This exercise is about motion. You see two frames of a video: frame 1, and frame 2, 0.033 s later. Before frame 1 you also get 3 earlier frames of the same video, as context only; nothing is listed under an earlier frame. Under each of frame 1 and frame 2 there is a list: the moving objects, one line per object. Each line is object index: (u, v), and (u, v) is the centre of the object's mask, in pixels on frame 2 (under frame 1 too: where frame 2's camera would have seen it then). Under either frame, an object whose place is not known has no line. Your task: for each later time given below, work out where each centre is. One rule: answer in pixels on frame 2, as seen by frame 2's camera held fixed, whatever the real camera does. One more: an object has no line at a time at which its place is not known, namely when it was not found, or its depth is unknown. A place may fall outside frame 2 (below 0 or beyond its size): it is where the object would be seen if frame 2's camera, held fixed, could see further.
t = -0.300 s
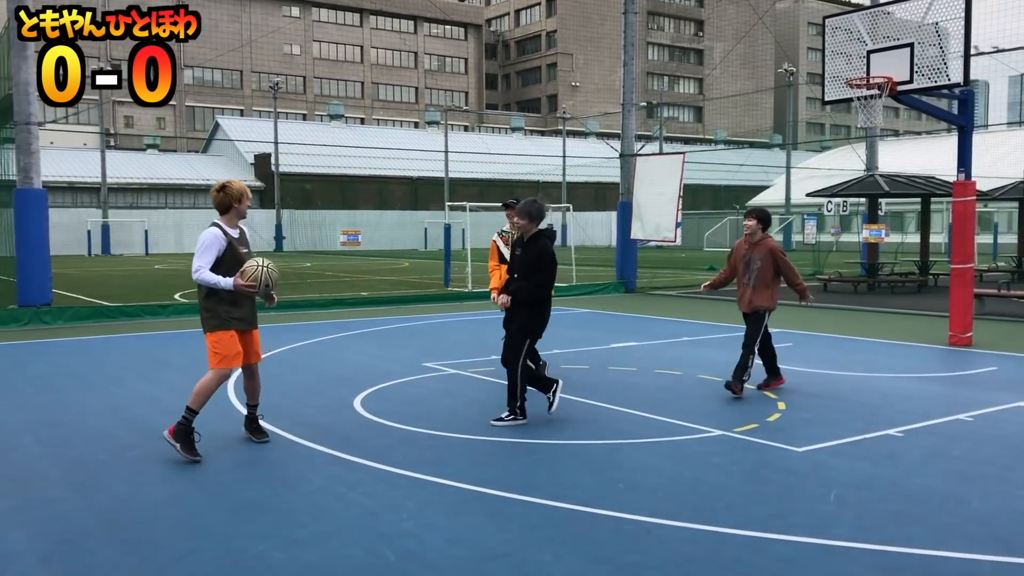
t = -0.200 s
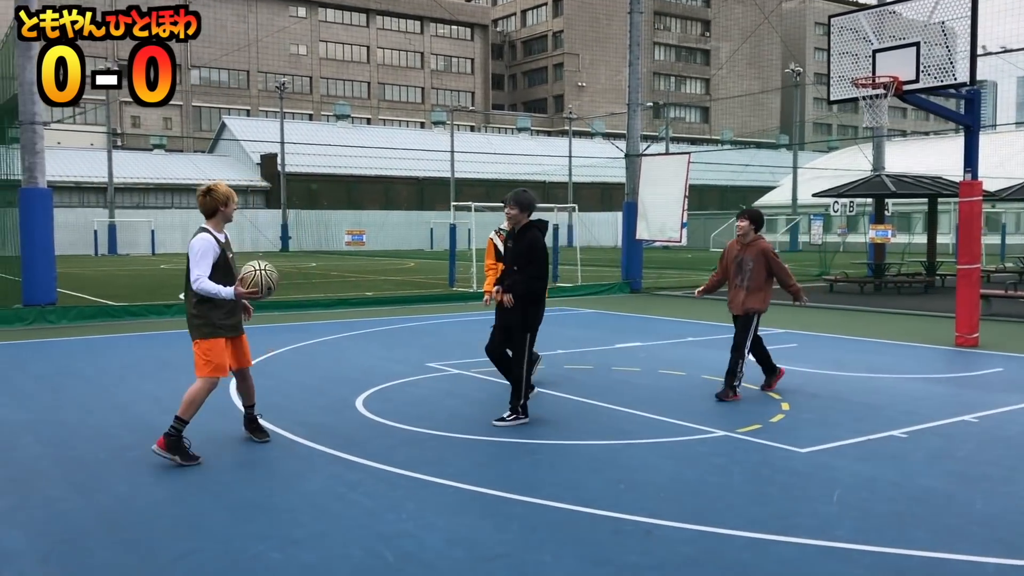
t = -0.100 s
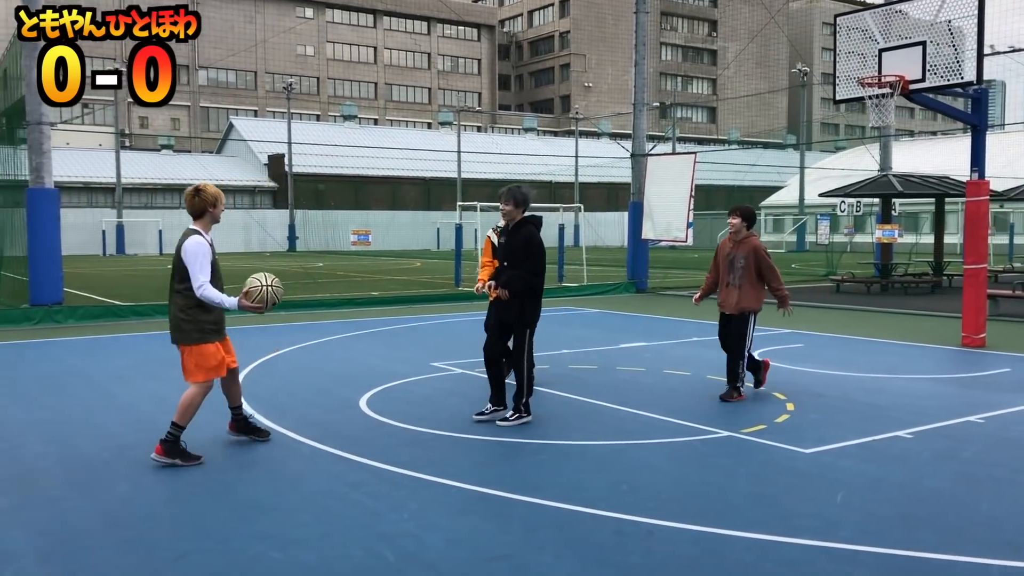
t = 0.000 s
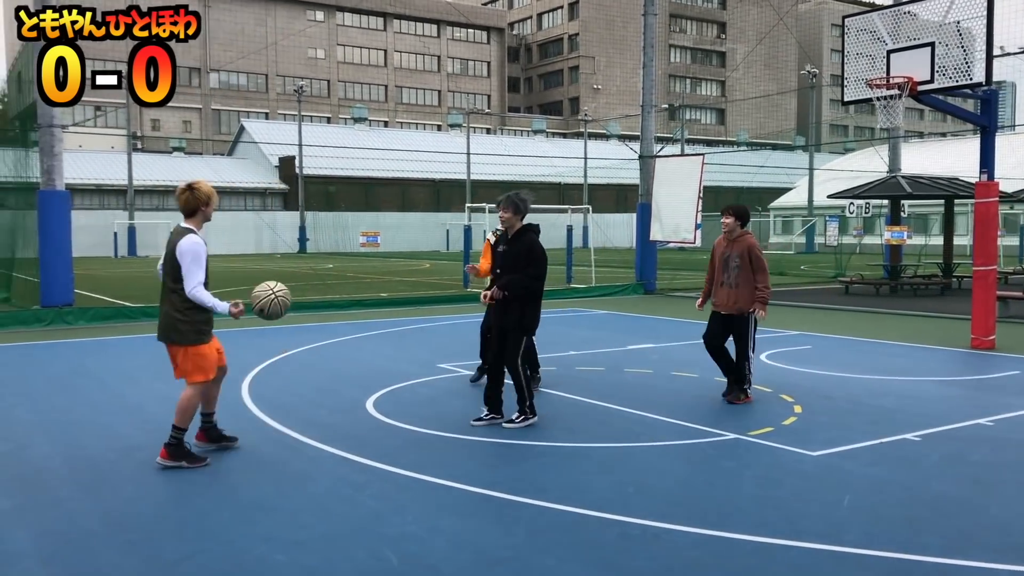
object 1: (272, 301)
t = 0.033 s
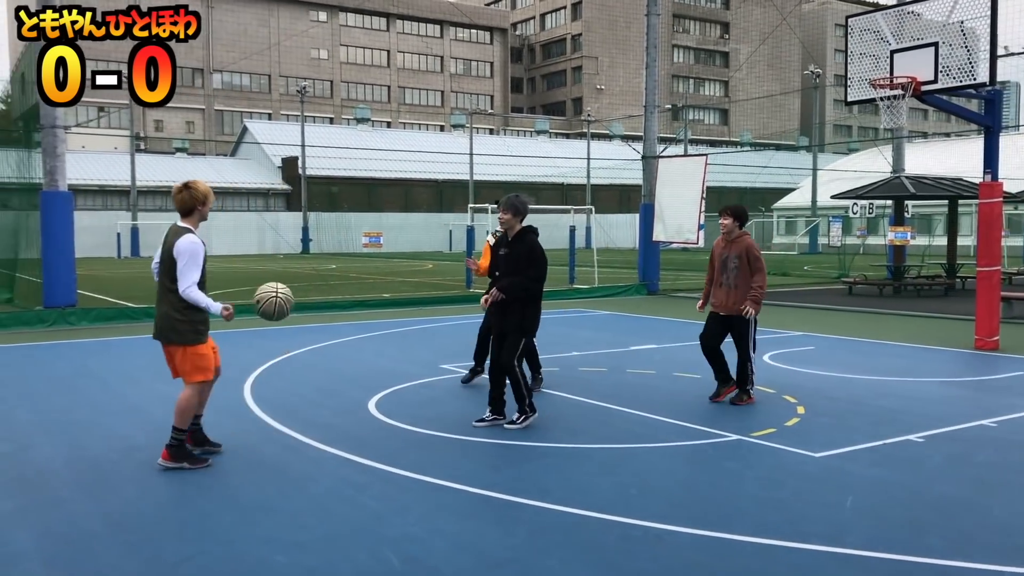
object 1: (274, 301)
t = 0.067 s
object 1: (275, 303)
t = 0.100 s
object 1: (275, 307)
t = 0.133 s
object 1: (275, 312)
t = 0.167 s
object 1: (276, 319)
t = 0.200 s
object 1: (277, 328)
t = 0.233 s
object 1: (278, 338)
